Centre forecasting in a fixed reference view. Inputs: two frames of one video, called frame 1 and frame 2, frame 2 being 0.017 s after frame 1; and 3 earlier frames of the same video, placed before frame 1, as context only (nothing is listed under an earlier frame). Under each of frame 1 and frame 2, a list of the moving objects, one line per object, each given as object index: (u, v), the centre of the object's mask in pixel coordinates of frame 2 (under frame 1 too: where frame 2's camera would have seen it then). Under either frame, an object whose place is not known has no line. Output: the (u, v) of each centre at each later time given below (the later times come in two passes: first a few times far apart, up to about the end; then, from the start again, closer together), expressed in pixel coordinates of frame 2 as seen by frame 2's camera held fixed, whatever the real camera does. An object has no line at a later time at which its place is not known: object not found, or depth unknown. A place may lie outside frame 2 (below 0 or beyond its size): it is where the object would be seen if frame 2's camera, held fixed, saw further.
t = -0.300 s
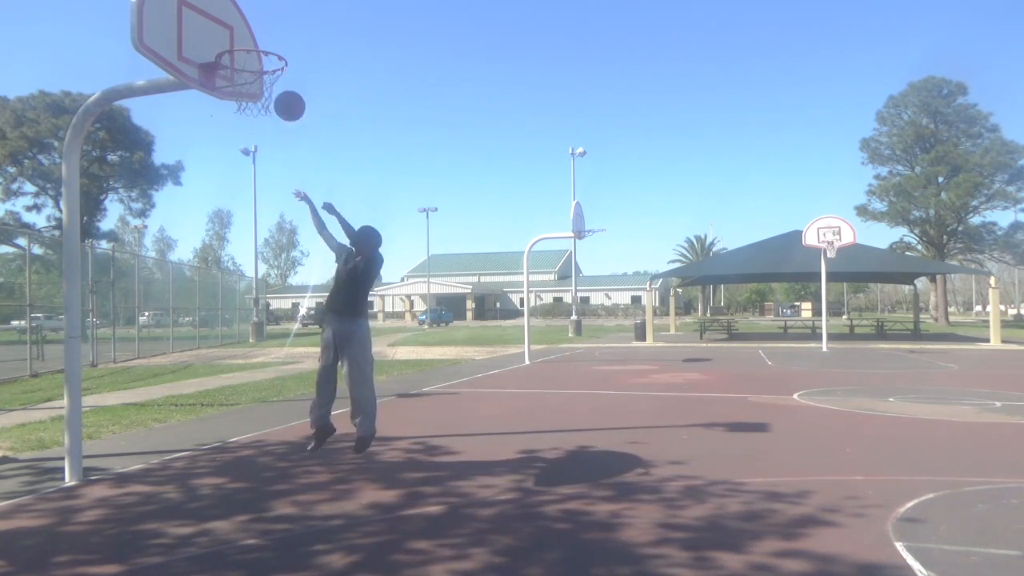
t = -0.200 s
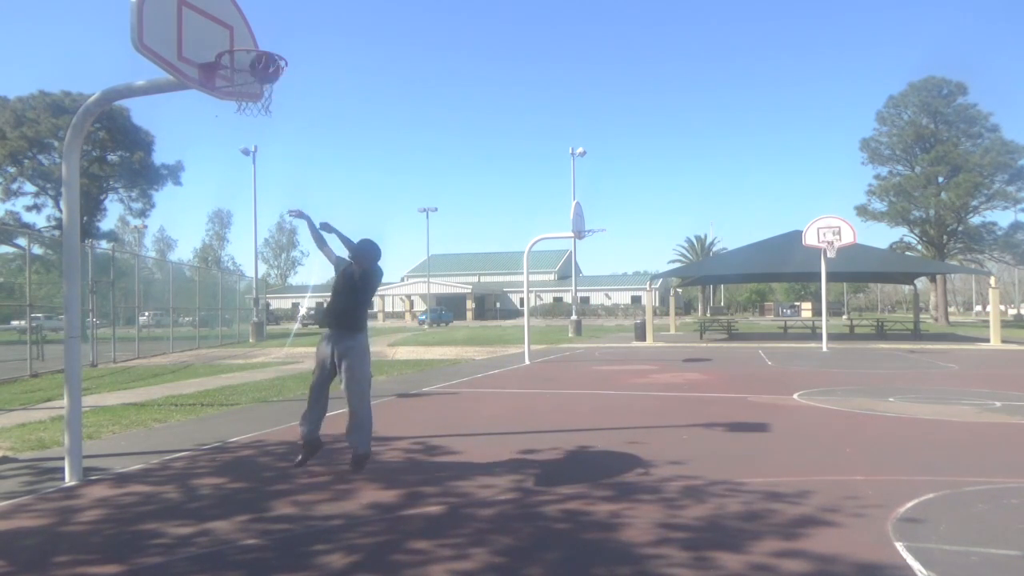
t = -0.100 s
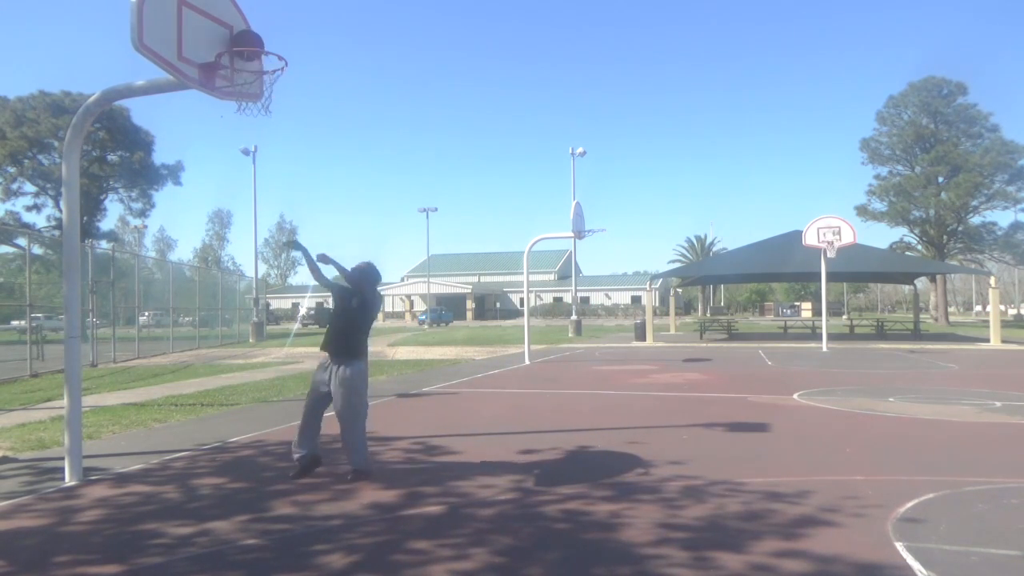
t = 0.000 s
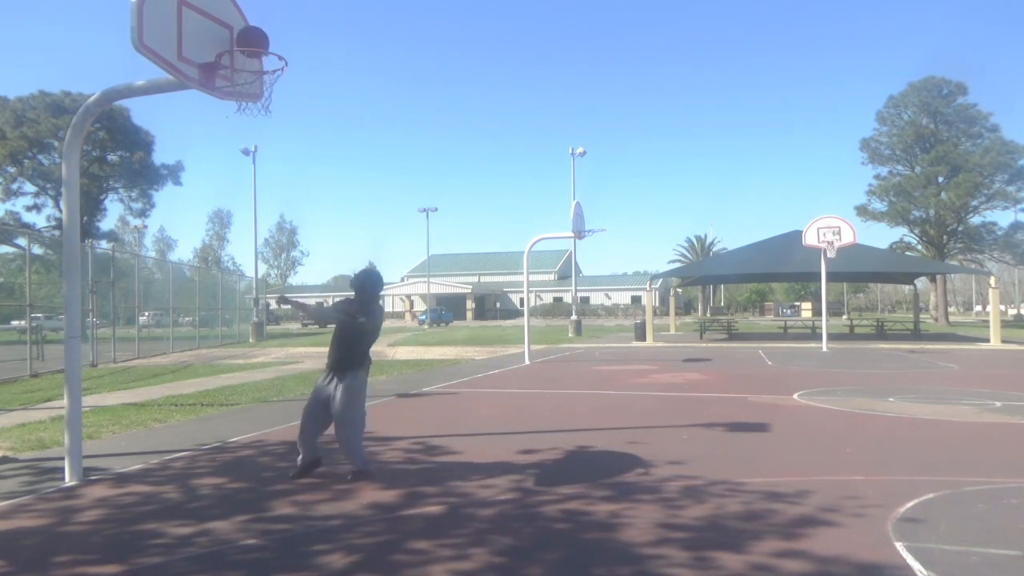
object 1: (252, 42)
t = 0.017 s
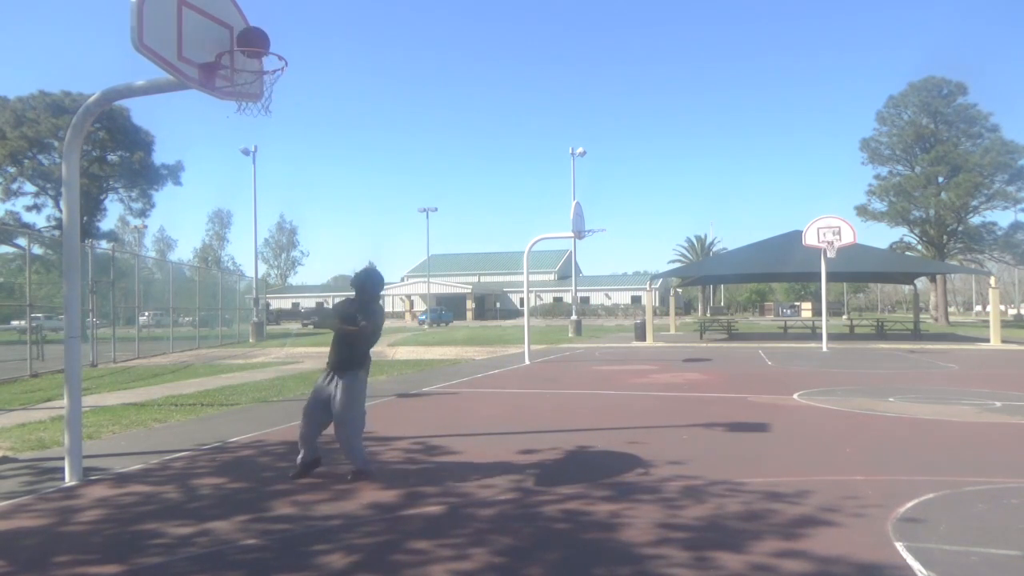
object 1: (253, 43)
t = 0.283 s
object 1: (261, 93)
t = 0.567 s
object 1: (227, 182)
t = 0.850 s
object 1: (191, 393)
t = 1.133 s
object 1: (142, 349)
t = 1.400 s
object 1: (87, 245)
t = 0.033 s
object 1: (253, 44)
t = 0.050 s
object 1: (255, 45)
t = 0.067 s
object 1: (255, 47)
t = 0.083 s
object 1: (256, 49)
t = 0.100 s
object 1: (257, 52)
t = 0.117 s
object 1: (258, 55)
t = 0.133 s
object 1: (259, 57)
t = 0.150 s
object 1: (260, 61)
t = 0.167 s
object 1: (261, 65)
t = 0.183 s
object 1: (262, 69)
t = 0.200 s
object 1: (263, 75)
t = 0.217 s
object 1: (264, 80)
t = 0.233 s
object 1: (264, 85)
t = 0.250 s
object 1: (264, 88)
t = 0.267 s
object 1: (263, 90)
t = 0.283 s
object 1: (261, 93)
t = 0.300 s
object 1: (260, 95)
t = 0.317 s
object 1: (257, 98)
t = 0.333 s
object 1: (255, 100)
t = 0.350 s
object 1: (253, 104)
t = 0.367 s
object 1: (251, 107)
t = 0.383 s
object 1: (249, 111)
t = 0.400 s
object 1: (247, 116)
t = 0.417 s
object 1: (245, 120)
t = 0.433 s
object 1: (243, 126)
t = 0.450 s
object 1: (241, 131)
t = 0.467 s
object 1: (239, 138)
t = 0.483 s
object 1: (237, 144)
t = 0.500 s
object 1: (235, 150)
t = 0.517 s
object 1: (233, 157)
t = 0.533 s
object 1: (231, 165)
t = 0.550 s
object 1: (229, 173)
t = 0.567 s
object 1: (227, 182)
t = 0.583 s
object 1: (225, 190)
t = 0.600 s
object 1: (222, 200)
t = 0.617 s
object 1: (220, 210)
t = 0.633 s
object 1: (218, 220)
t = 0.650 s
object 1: (216, 230)
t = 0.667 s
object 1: (214, 241)
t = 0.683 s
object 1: (212, 253)
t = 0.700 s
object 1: (210, 264)
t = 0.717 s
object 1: (208, 277)
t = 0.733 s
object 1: (206, 290)
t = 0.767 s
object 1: (201, 317)
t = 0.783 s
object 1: (199, 331)
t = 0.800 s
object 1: (197, 346)
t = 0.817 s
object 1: (195, 361)
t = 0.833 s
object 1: (193, 377)
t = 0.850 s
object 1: (191, 393)
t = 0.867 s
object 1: (189, 410)
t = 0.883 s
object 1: (187, 427)
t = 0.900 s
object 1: (185, 444)
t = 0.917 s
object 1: (183, 463)
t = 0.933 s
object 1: (181, 481)
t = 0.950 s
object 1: (179, 482)
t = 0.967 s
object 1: (175, 467)
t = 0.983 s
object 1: (172, 454)
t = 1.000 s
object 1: (168, 440)
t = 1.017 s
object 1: (165, 427)
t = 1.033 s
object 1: (161, 415)
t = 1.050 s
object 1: (158, 403)
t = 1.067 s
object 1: (155, 391)
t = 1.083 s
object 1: (151, 380)
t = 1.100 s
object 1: (148, 369)
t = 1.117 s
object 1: (145, 359)
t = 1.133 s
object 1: (142, 349)
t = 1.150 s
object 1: (138, 340)
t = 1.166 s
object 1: (135, 331)
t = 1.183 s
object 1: (131, 322)
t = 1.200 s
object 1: (128, 313)
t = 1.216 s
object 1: (124, 305)
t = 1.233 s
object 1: (121, 298)
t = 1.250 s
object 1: (118, 291)
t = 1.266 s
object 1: (114, 284)
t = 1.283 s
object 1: (111, 277)
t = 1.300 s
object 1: (108, 271)
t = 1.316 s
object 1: (104, 266)
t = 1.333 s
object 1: (101, 260)
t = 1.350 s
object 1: (97, 256)
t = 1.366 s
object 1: (94, 252)
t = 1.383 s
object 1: (91, 248)
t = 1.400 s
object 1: (87, 245)
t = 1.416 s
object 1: (84, 241)
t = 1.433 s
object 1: (81, 238)
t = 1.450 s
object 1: (77, 236)
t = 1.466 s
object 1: (74, 234)
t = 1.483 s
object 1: (70, 232)
